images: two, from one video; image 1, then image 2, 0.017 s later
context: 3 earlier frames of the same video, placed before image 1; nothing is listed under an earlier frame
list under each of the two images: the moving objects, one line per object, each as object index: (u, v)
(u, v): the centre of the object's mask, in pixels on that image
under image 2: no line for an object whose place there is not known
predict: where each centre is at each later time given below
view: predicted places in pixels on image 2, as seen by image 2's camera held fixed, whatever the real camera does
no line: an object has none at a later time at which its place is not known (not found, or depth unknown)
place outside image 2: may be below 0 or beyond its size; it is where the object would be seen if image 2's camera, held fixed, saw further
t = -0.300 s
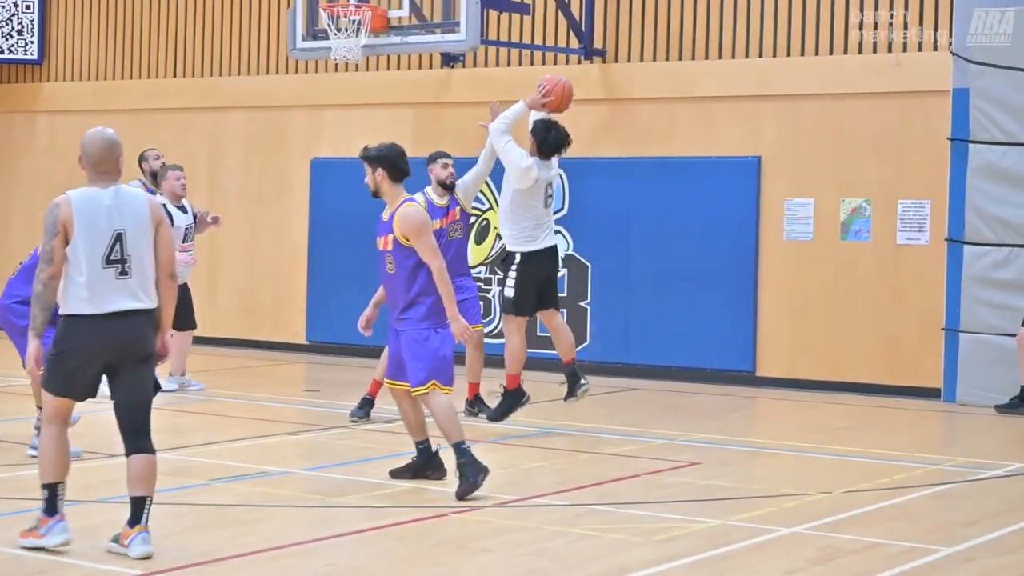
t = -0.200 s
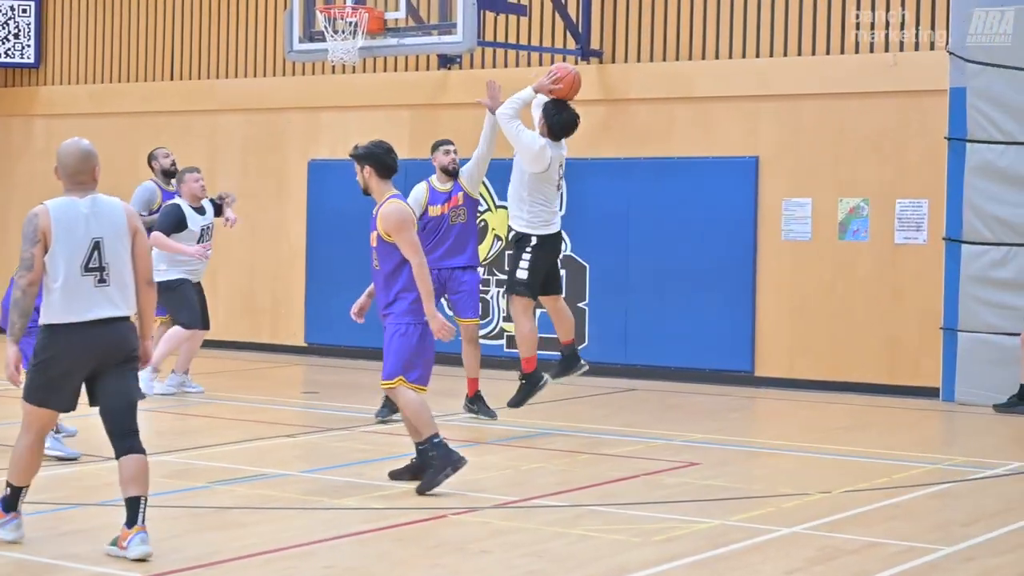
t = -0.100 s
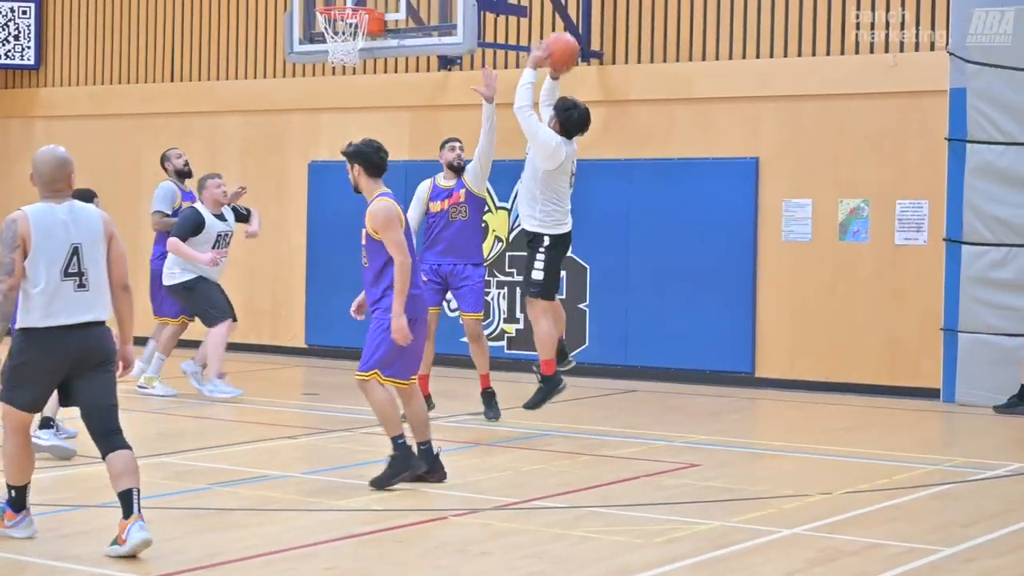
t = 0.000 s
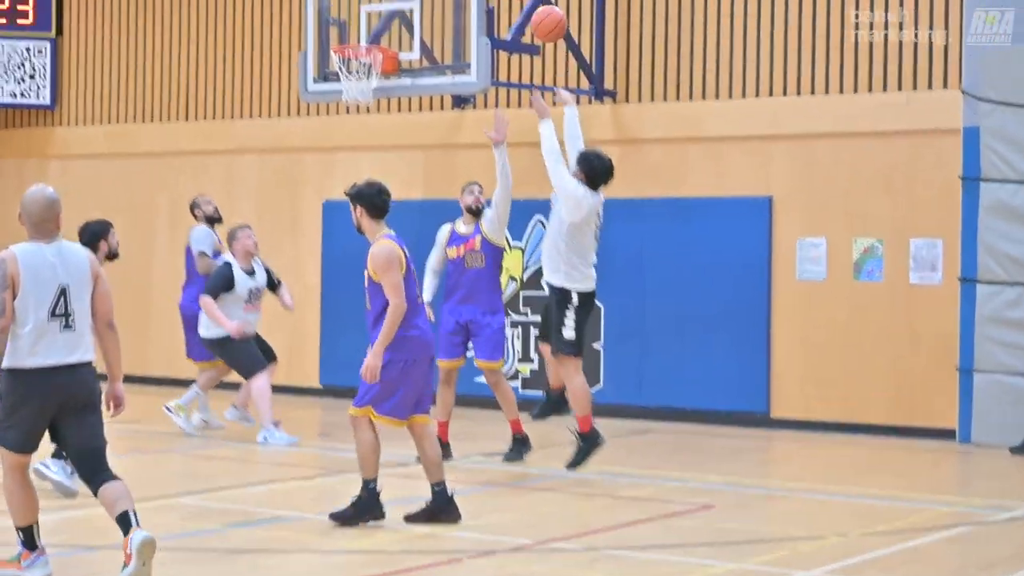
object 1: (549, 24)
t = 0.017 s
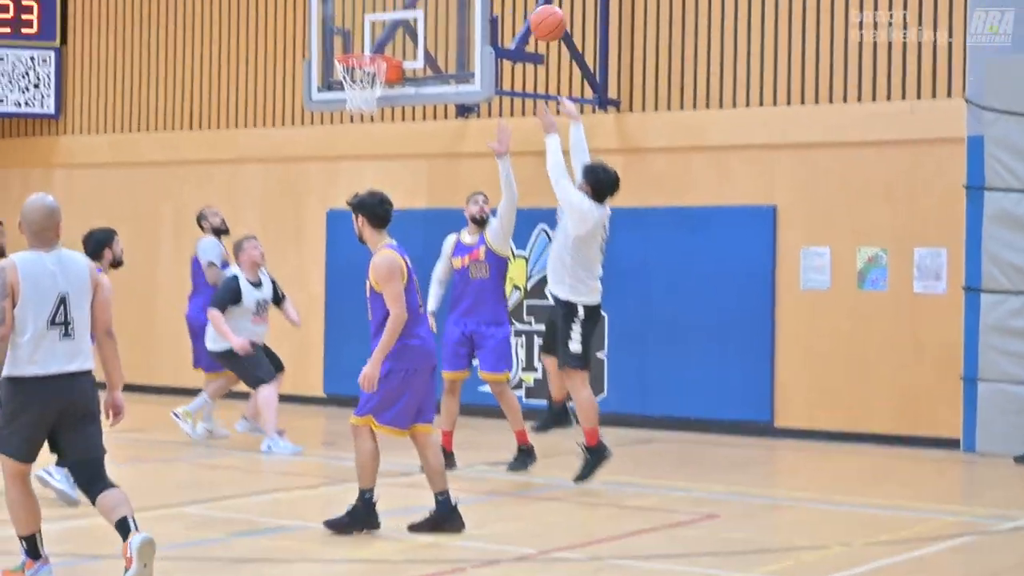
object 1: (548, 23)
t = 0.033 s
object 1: (543, 13)
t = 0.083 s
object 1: (529, -13)
